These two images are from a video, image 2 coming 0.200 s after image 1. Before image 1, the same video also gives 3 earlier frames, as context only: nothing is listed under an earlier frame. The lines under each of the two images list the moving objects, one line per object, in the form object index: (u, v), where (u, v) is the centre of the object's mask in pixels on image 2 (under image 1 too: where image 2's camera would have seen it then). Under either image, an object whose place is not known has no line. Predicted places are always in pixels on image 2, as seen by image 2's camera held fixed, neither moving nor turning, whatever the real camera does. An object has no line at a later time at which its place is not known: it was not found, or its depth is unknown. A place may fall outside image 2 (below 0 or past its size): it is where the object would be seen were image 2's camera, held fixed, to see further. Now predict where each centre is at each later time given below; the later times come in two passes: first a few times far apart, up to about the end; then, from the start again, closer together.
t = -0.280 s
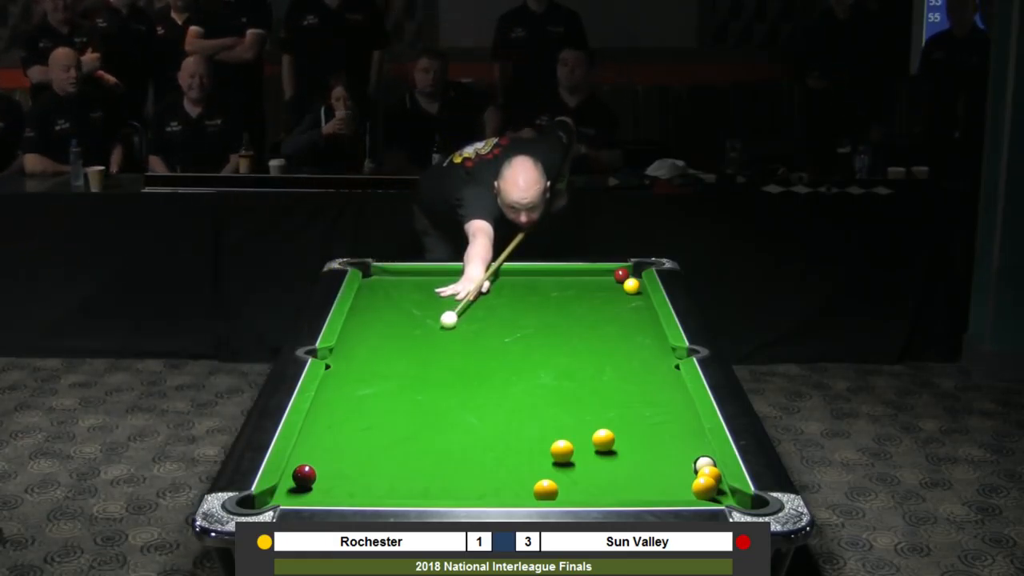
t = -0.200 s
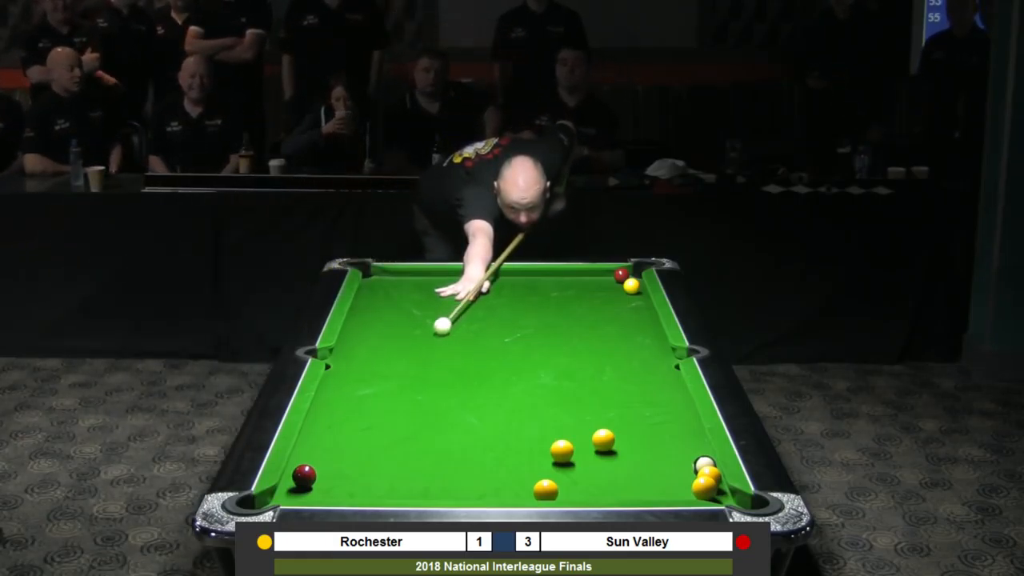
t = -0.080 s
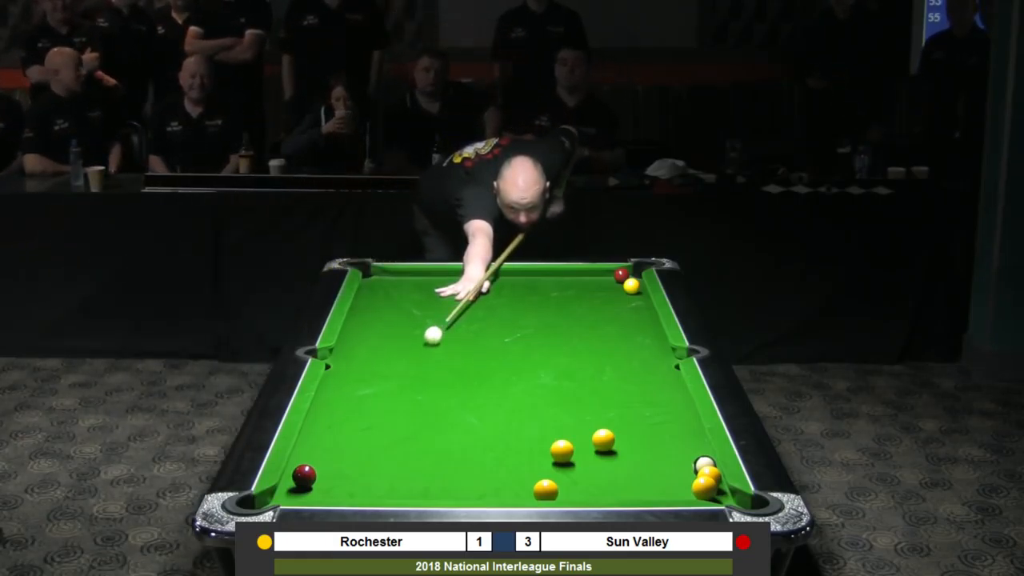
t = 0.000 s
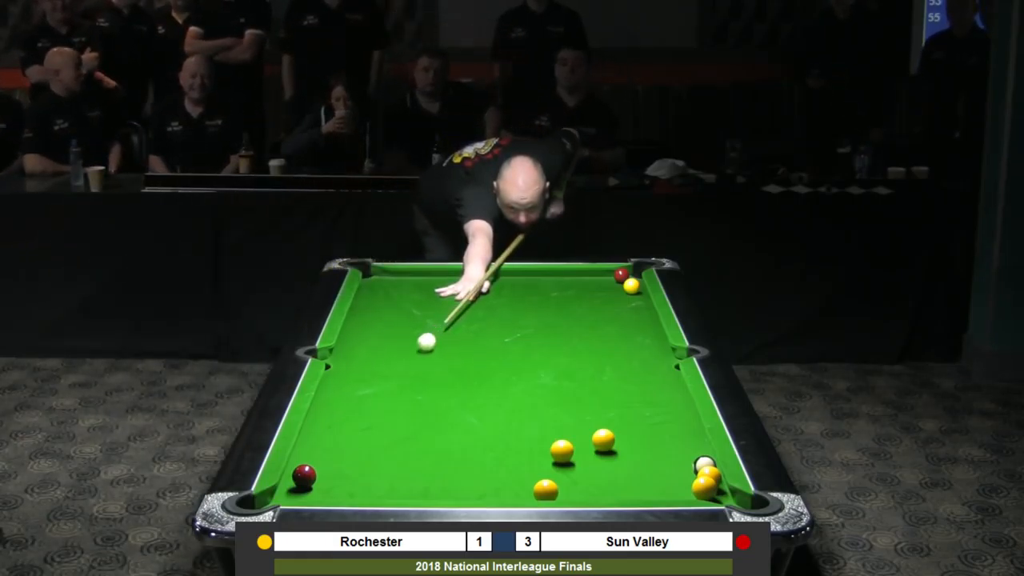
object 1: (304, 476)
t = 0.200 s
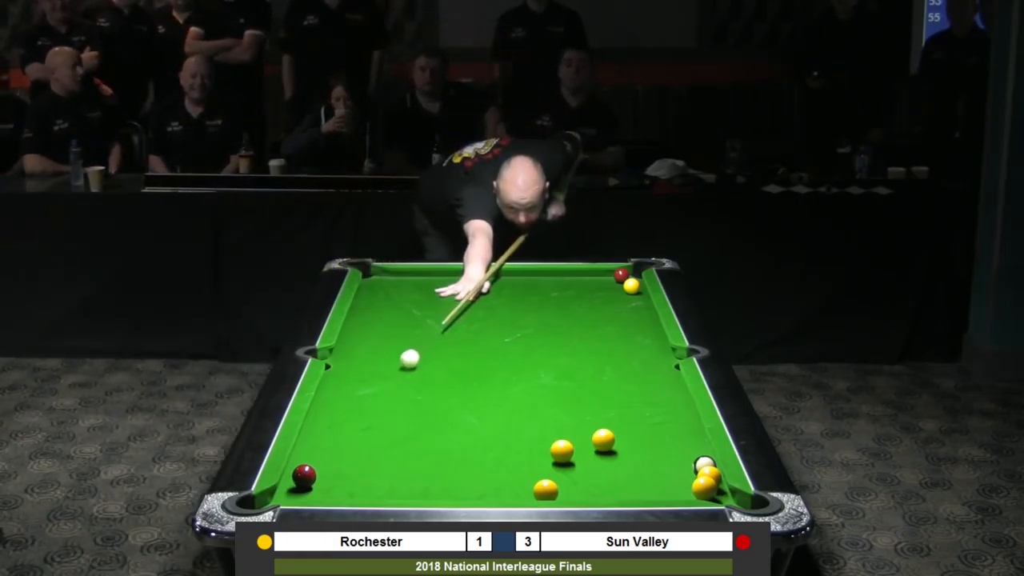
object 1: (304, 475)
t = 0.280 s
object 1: (304, 475)
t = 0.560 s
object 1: (304, 476)
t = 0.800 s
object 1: (304, 475)
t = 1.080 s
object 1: (304, 475)
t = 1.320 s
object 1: (305, 477)
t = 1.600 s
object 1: (308, 491)
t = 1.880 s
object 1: (310, 490)
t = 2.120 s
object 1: (311, 486)
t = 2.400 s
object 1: (312, 477)
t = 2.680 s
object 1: (313, 473)
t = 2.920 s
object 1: (314, 469)
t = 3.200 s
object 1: (314, 467)
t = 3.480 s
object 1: (314, 466)
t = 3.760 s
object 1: (314, 466)
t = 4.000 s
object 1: (314, 466)
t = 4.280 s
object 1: (314, 466)
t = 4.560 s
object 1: (314, 466)
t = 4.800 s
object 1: (314, 466)
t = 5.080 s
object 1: (314, 466)
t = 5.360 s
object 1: (314, 466)
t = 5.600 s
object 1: (314, 466)
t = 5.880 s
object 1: (314, 466)
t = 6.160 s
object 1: (314, 466)
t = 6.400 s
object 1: (314, 466)
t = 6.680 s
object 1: (314, 466)
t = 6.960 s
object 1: (314, 466)
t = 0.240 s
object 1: (304, 476)
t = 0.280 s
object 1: (304, 475)
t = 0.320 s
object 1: (304, 475)
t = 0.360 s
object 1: (304, 475)
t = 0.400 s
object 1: (304, 475)
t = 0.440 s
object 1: (304, 475)
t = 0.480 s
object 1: (304, 476)
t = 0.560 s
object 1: (304, 476)
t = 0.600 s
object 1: (304, 475)
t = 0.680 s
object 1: (304, 475)
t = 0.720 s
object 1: (304, 476)
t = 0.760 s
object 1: (304, 476)
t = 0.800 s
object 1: (304, 475)
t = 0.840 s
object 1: (304, 476)
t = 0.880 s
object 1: (304, 476)
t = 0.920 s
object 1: (304, 475)
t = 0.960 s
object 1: (304, 475)
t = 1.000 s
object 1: (304, 476)
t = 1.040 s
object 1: (304, 475)
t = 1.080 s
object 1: (304, 475)
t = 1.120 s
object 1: (304, 476)
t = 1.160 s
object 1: (304, 475)
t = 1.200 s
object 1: (304, 476)
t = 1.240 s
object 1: (304, 476)
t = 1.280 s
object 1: (304, 476)
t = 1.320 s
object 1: (305, 477)
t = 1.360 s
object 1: (305, 480)
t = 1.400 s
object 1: (306, 482)
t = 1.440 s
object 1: (306, 485)
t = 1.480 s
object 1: (307, 487)
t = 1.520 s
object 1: (307, 488)
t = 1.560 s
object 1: (308, 489)
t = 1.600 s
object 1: (308, 491)
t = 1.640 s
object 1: (309, 492)
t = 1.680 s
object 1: (309, 493)
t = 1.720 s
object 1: (310, 493)
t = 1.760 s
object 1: (310, 492)
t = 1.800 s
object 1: (310, 492)
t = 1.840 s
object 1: (310, 491)
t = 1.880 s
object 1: (310, 490)
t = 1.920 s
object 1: (310, 489)
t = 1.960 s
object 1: (310, 489)
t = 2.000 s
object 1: (310, 488)
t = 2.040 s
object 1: (311, 487)
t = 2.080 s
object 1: (311, 486)
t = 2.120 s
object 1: (311, 486)
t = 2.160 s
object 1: (311, 484)
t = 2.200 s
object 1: (311, 483)
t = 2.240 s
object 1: (311, 482)
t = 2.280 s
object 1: (312, 480)
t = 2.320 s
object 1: (312, 479)
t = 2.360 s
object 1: (312, 478)
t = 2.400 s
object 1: (312, 477)
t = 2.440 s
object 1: (312, 477)
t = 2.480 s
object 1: (312, 476)
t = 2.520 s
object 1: (313, 475)
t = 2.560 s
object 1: (313, 475)
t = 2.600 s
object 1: (313, 474)
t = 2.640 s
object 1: (313, 473)
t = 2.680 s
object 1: (313, 473)
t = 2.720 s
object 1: (313, 472)
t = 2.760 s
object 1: (313, 471)
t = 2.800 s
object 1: (314, 471)
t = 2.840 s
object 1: (314, 470)
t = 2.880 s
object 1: (314, 470)
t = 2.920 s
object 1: (314, 469)
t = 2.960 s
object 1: (314, 469)
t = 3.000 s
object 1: (314, 468)
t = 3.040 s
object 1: (314, 468)
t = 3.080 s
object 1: (314, 468)
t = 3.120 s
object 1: (314, 467)
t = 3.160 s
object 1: (314, 467)
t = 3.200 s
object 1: (314, 467)
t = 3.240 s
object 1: (314, 467)
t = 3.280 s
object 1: (314, 467)
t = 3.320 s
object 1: (314, 466)
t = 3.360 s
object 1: (314, 467)
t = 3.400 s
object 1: (314, 466)
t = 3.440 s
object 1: (314, 466)
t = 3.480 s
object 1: (314, 466)
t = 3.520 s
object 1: (314, 466)
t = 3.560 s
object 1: (314, 466)
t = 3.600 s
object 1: (314, 466)
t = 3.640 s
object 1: (314, 466)
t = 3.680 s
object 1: (314, 466)
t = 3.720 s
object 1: (314, 466)
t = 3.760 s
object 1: (314, 466)
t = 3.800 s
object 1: (314, 466)
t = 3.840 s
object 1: (314, 466)
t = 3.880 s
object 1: (314, 466)
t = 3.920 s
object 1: (314, 466)
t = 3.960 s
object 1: (314, 466)
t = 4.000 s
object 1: (314, 466)
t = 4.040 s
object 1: (314, 466)
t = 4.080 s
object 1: (314, 466)
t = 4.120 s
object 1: (314, 466)
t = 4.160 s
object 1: (314, 466)
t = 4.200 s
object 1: (314, 466)
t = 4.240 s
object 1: (314, 466)
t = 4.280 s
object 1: (314, 466)
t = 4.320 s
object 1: (314, 466)
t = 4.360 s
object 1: (314, 466)
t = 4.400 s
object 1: (314, 466)
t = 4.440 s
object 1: (314, 466)
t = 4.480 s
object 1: (314, 466)
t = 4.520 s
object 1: (314, 466)
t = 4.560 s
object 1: (314, 466)
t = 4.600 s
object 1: (314, 466)
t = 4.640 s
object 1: (314, 466)
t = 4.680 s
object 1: (314, 466)
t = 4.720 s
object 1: (314, 466)
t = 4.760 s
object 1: (314, 466)
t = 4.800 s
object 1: (314, 466)
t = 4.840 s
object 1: (314, 466)
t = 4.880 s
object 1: (314, 466)
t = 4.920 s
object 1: (314, 466)
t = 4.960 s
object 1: (314, 466)
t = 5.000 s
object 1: (314, 466)
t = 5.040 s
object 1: (314, 466)
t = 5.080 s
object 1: (314, 466)
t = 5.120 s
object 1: (314, 466)
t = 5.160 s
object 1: (314, 466)
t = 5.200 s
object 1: (314, 466)
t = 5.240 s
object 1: (314, 466)
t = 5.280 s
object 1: (314, 466)
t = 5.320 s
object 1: (314, 466)
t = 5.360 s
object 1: (314, 466)
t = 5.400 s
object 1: (314, 466)
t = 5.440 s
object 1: (314, 466)
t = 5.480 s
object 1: (314, 466)
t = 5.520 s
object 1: (314, 466)
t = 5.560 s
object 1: (314, 466)
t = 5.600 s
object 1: (314, 466)
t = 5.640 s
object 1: (314, 466)
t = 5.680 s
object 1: (314, 466)
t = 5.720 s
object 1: (314, 466)
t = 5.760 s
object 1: (314, 466)
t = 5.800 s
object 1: (314, 466)
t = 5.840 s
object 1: (314, 466)
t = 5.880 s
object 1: (314, 466)
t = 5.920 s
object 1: (314, 466)
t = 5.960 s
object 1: (314, 466)
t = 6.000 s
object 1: (314, 466)
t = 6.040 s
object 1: (314, 465)
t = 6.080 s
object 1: (314, 466)
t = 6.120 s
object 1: (314, 466)
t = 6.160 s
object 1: (314, 466)
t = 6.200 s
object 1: (314, 466)
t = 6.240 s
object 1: (314, 466)
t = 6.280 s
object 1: (314, 466)
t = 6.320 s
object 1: (314, 466)
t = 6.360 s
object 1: (314, 466)
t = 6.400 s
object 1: (314, 466)
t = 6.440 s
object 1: (314, 466)
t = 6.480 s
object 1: (314, 466)
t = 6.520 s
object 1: (314, 466)
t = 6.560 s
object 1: (314, 466)
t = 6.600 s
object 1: (314, 466)
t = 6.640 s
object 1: (314, 466)
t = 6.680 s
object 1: (314, 466)
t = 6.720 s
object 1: (314, 466)
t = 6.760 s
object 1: (314, 466)
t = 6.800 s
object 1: (314, 466)
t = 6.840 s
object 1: (314, 466)
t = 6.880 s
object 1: (314, 466)
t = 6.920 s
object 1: (314, 466)
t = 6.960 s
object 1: (314, 466)
